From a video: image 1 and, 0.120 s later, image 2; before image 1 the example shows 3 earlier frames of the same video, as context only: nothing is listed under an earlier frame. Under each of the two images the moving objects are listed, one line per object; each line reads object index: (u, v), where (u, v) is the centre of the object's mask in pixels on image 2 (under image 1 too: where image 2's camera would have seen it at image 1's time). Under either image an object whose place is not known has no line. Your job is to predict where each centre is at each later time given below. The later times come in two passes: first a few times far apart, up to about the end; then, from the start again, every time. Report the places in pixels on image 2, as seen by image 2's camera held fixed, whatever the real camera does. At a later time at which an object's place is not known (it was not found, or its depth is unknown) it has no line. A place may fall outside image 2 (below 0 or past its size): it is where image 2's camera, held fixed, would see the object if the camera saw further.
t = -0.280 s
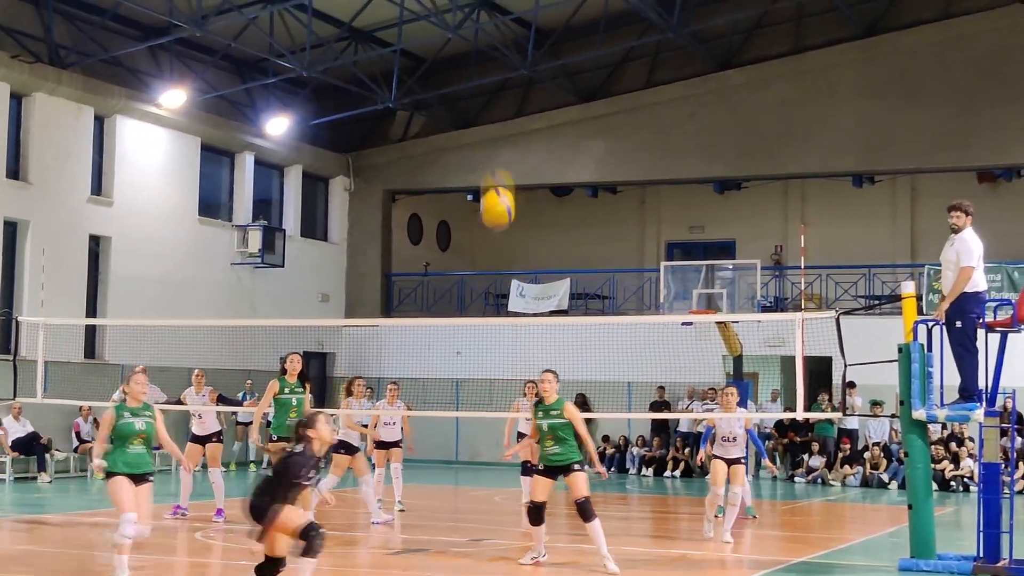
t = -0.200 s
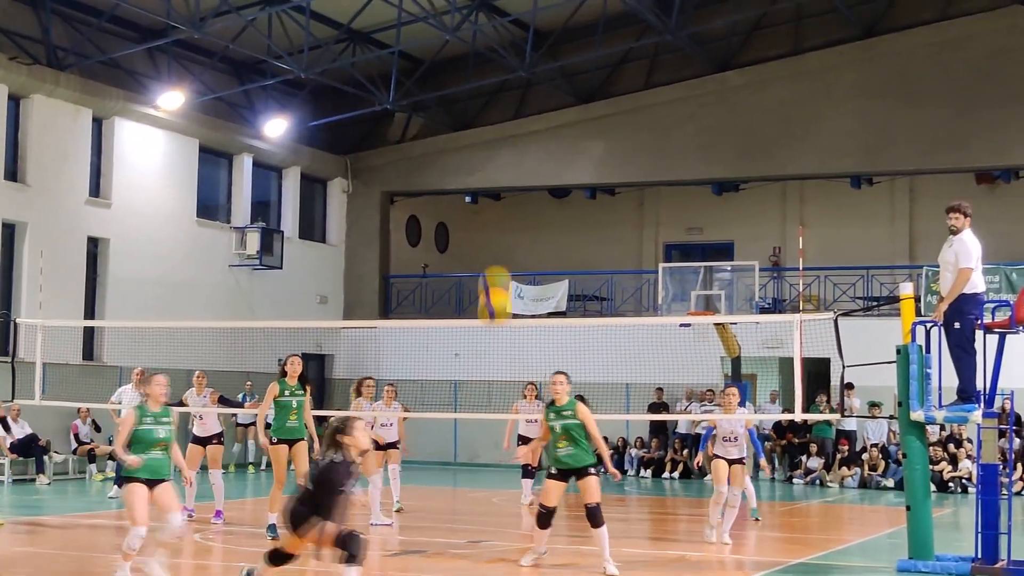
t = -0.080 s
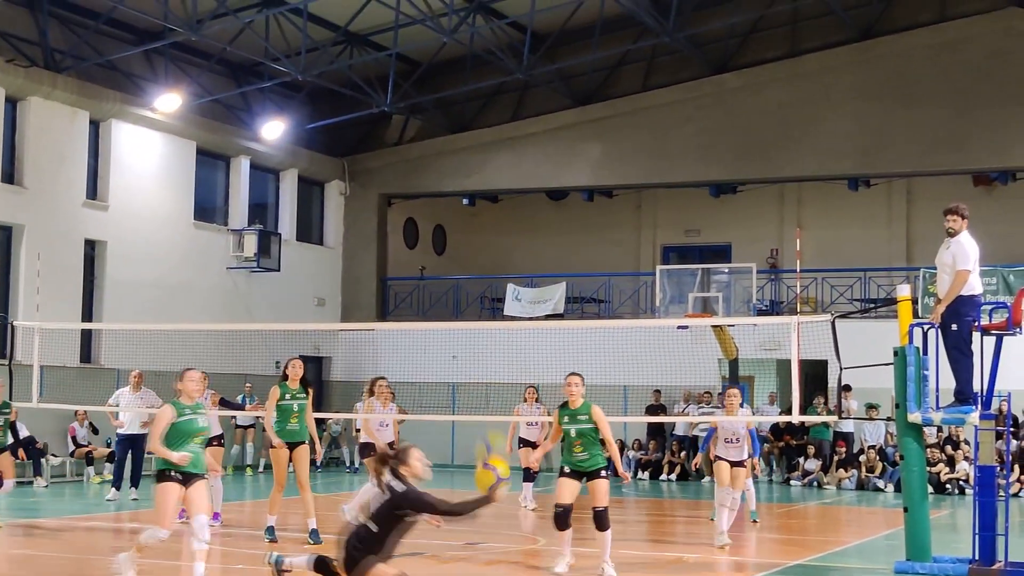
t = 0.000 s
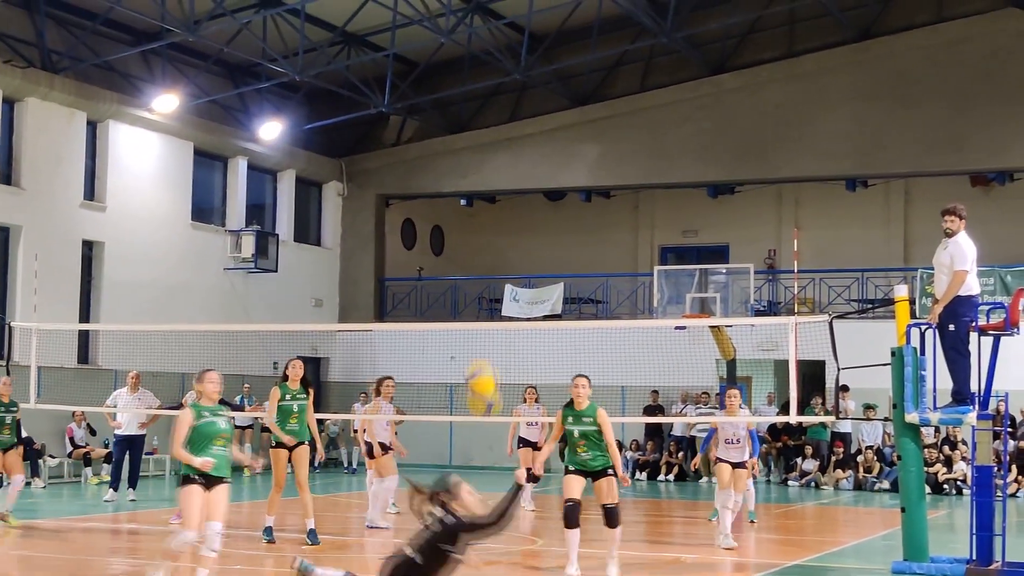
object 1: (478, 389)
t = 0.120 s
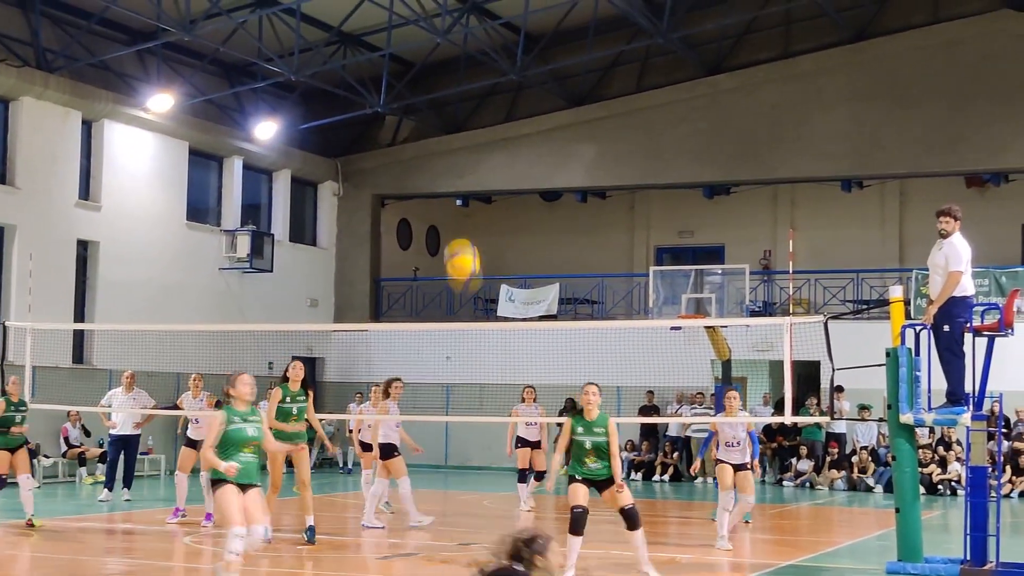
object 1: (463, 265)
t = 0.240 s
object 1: (445, 169)
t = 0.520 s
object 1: (403, 53)
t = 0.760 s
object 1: (367, 51)
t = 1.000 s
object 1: (335, 129)
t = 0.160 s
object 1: (457, 231)
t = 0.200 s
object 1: (452, 199)
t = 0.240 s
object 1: (445, 169)
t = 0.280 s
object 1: (439, 144)
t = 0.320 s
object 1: (434, 124)
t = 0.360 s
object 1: (427, 104)
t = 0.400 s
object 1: (421, 87)
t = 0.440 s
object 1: (415, 72)
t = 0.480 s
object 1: (409, 62)
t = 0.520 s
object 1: (403, 53)
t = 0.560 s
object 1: (397, 46)
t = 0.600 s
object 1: (391, 42)
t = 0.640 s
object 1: (385, 41)
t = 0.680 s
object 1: (379, 42)
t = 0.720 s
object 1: (373, 45)
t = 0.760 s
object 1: (367, 51)
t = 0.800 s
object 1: (362, 59)
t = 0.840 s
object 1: (356, 68)
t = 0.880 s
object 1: (350, 80)
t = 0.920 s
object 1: (345, 95)
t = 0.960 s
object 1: (339, 110)
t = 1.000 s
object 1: (335, 129)
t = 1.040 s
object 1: (329, 149)
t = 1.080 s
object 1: (324, 170)
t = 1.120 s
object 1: (320, 194)
